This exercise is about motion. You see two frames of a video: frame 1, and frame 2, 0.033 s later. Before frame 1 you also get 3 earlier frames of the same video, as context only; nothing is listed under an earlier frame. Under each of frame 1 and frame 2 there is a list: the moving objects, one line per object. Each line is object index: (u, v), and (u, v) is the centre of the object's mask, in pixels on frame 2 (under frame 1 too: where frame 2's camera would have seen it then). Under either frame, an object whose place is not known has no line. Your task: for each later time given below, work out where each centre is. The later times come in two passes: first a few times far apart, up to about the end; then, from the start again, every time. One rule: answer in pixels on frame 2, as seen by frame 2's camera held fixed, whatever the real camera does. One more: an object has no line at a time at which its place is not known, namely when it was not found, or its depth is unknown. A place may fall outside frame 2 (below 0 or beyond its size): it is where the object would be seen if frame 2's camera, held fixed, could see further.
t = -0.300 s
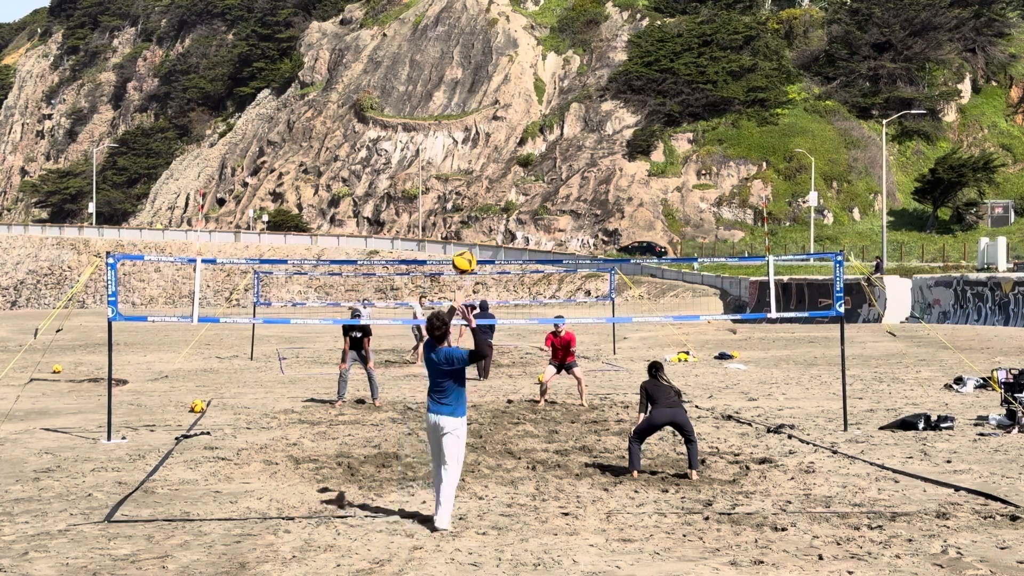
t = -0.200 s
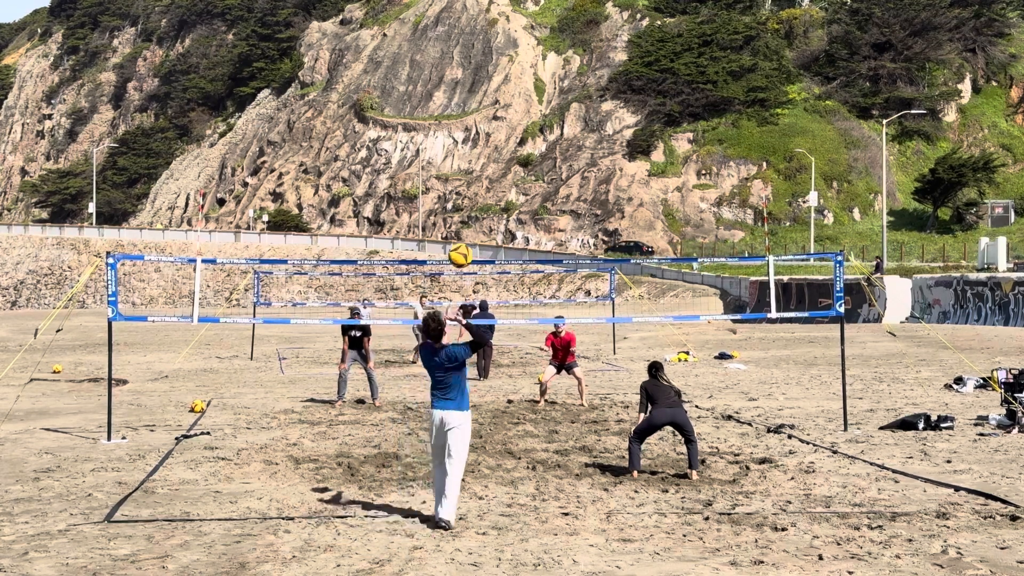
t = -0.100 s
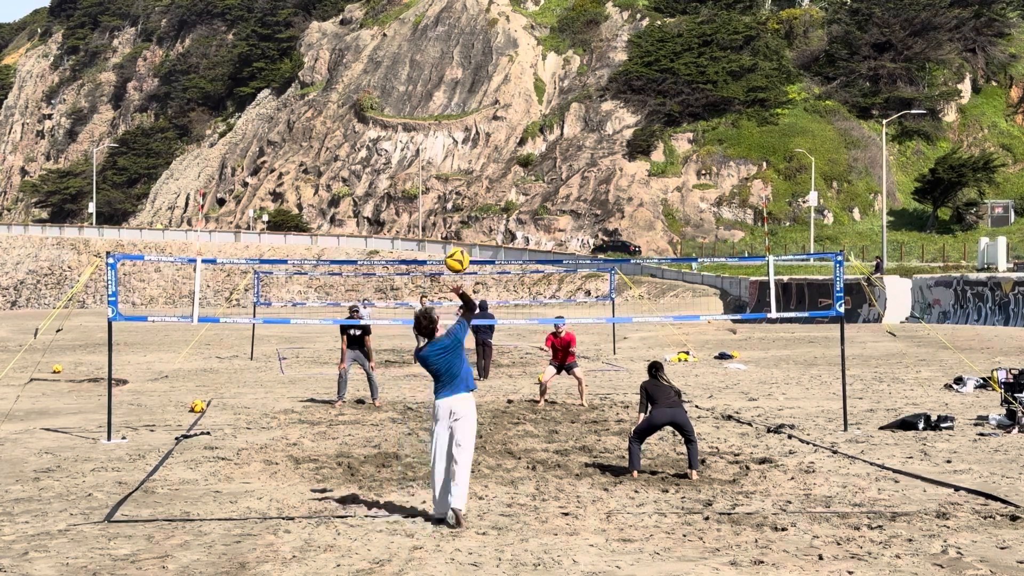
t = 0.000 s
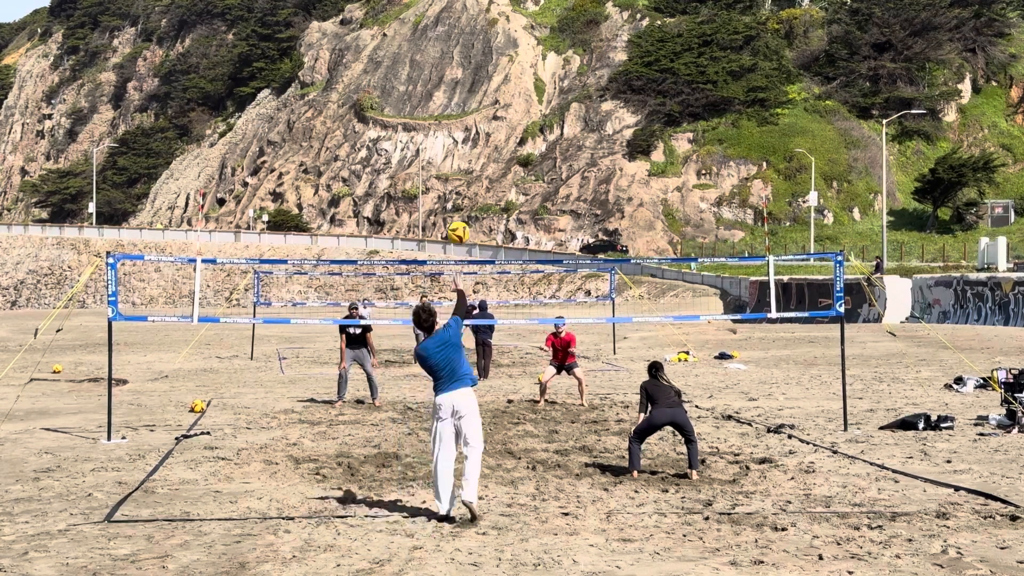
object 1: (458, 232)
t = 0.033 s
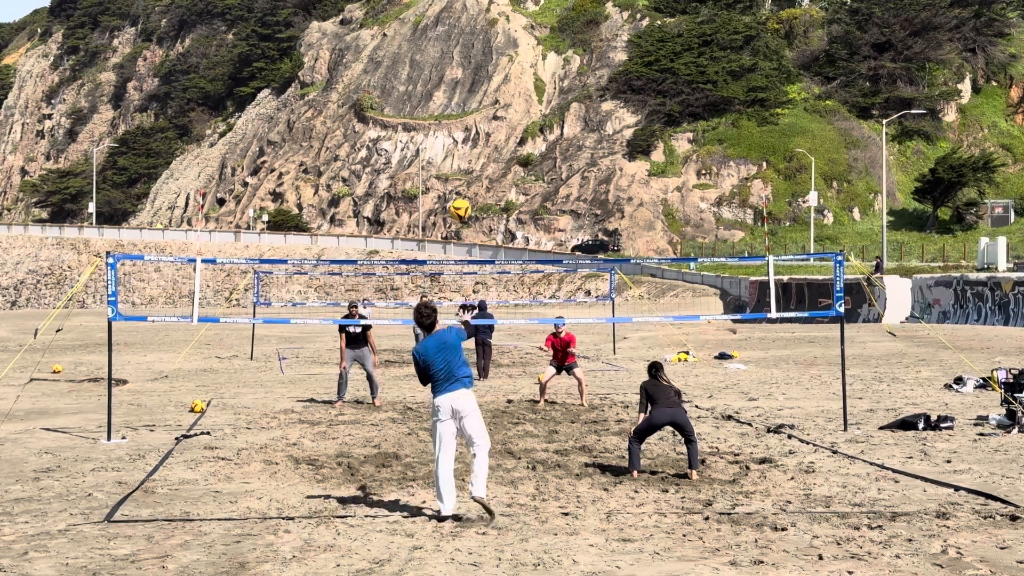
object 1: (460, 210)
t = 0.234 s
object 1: (466, 175)
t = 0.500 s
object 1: (470, 185)
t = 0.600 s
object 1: (472, 201)
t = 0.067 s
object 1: (461, 200)
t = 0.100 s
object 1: (462, 193)
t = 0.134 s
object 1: (462, 186)
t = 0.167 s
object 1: (463, 181)
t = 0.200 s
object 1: (465, 177)
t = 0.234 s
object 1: (466, 175)
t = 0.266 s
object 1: (467, 173)
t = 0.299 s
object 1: (467, 173)
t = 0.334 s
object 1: (468, 173)
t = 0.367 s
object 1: (469, 174)
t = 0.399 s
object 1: (469, 175)
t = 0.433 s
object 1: (469, 178)
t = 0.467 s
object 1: (470, 181)
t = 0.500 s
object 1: (470, 185)
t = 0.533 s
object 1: (471, 190)
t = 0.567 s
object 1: (472, 196)
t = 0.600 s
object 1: (472, 201)
